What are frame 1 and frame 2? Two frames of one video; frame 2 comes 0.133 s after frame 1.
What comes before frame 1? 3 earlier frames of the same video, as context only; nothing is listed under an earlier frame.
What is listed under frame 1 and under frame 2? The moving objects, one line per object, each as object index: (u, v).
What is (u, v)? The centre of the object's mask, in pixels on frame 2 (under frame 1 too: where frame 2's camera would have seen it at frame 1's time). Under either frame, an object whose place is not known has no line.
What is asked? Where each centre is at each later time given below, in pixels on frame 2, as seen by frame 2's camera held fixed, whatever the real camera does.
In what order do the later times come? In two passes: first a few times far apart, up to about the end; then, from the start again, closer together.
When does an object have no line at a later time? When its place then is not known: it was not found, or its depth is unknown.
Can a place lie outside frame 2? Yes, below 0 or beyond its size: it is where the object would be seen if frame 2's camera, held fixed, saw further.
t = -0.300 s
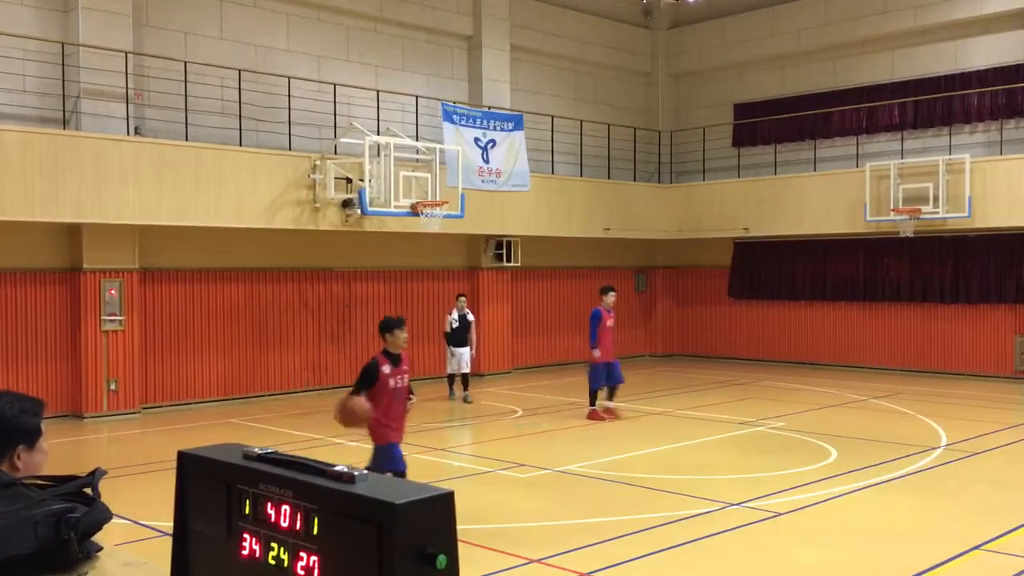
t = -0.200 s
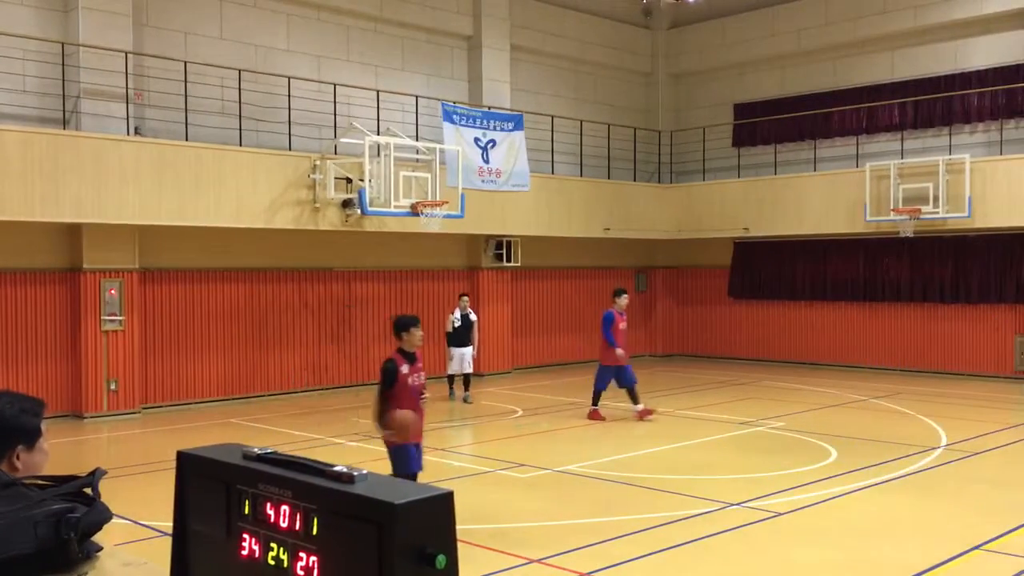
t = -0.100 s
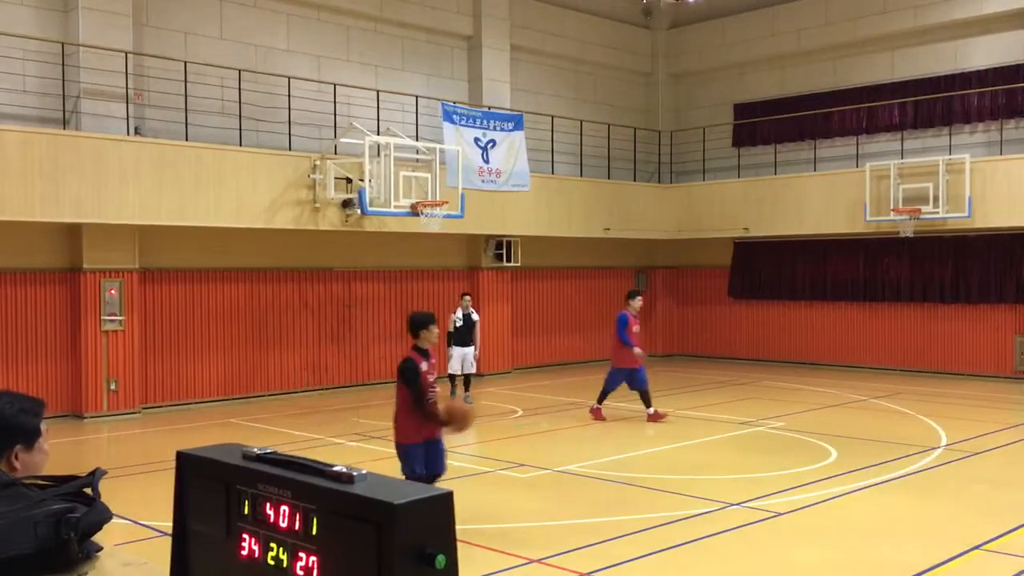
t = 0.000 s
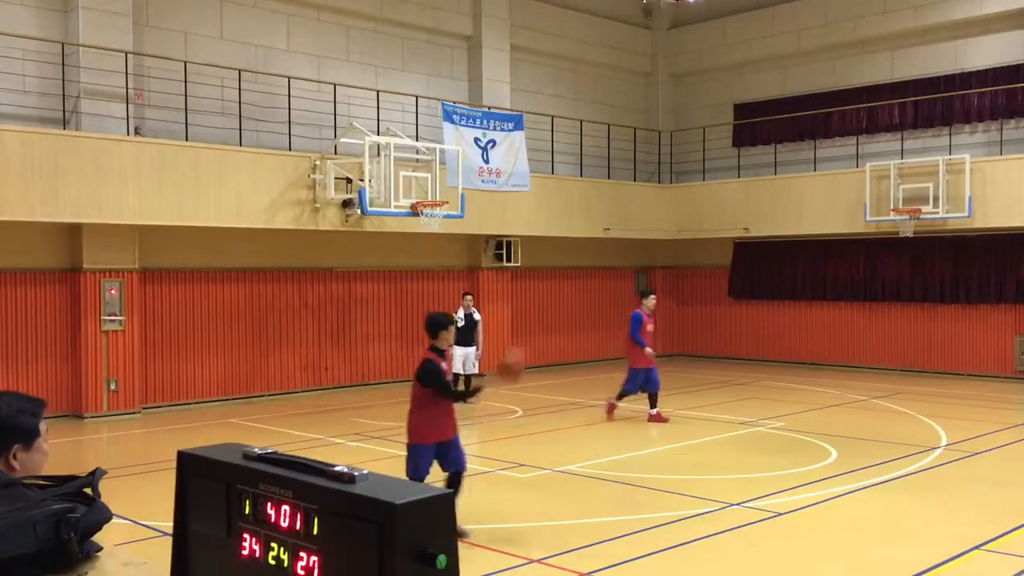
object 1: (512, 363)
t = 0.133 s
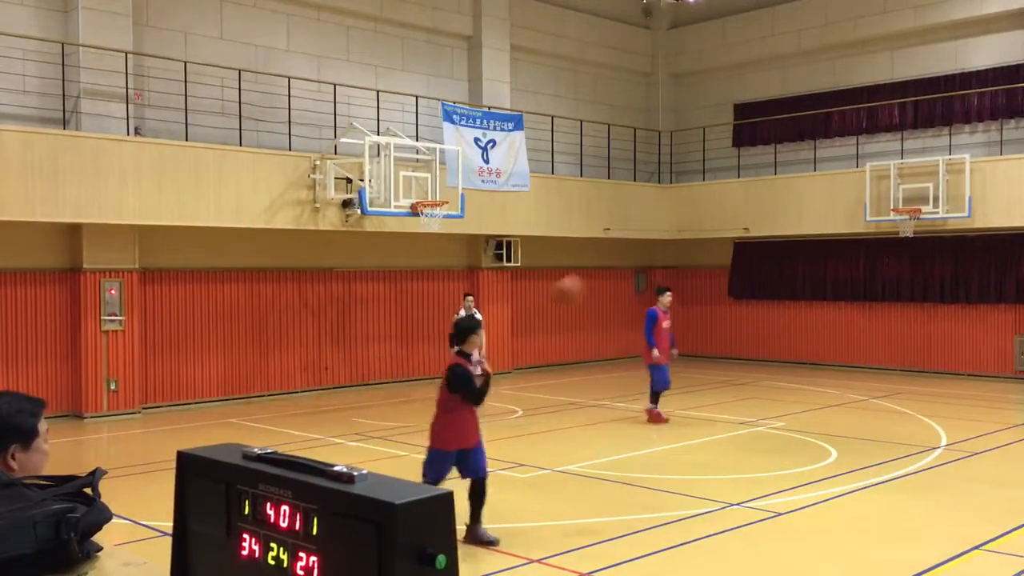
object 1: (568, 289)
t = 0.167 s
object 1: (583, 276)
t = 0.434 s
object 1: (686, 217)
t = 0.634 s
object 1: (753, 226)
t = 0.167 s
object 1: (583, 276)
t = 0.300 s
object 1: (637, 235)
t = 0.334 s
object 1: (648, 229)
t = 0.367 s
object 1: (660, 223)
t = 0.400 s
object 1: (673, 219)
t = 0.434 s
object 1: (686, 217)
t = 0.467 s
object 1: (697, 216)
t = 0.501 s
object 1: (709, 216)
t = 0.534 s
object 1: (720, 217)
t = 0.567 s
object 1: (731, 219)
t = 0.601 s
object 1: (741, 223)
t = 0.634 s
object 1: (753, 226)
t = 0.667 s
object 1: (762, 234)
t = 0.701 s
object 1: (774, 242)
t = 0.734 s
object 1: (785, 249)
